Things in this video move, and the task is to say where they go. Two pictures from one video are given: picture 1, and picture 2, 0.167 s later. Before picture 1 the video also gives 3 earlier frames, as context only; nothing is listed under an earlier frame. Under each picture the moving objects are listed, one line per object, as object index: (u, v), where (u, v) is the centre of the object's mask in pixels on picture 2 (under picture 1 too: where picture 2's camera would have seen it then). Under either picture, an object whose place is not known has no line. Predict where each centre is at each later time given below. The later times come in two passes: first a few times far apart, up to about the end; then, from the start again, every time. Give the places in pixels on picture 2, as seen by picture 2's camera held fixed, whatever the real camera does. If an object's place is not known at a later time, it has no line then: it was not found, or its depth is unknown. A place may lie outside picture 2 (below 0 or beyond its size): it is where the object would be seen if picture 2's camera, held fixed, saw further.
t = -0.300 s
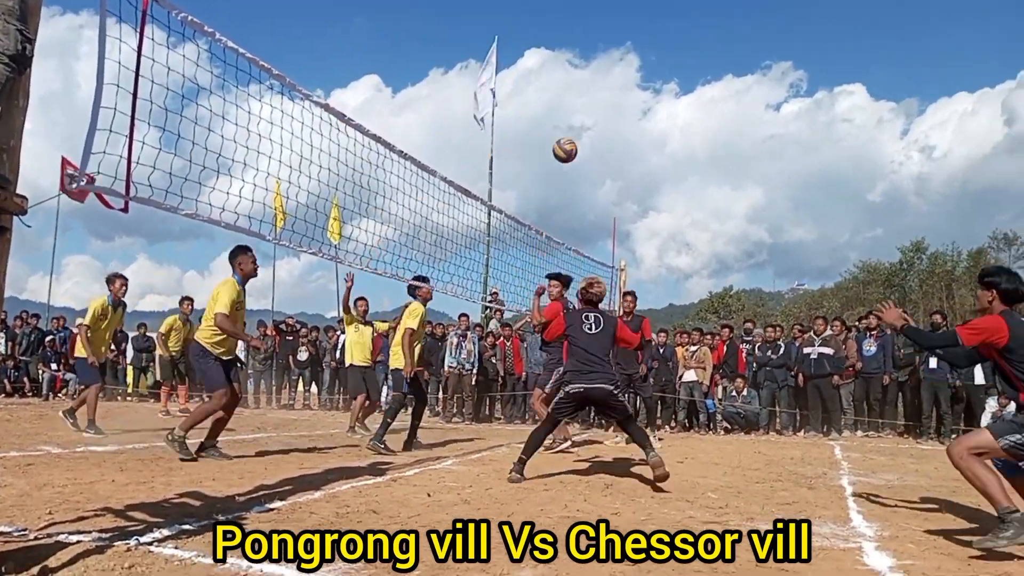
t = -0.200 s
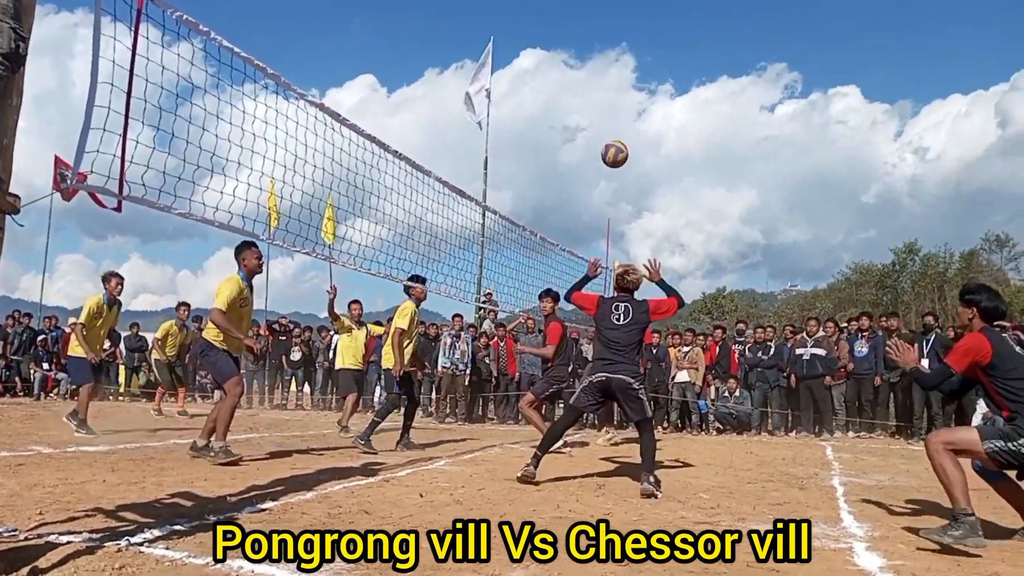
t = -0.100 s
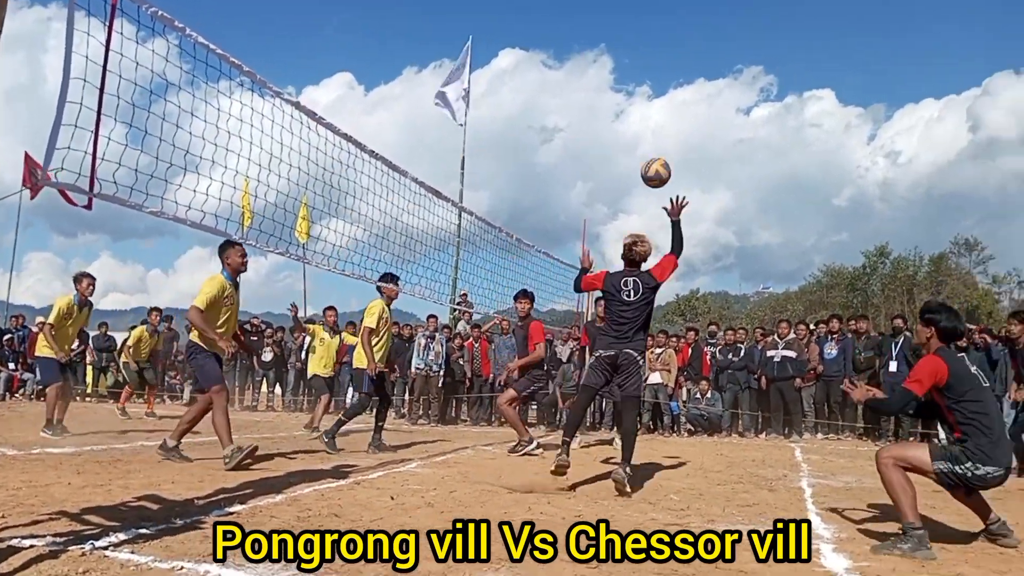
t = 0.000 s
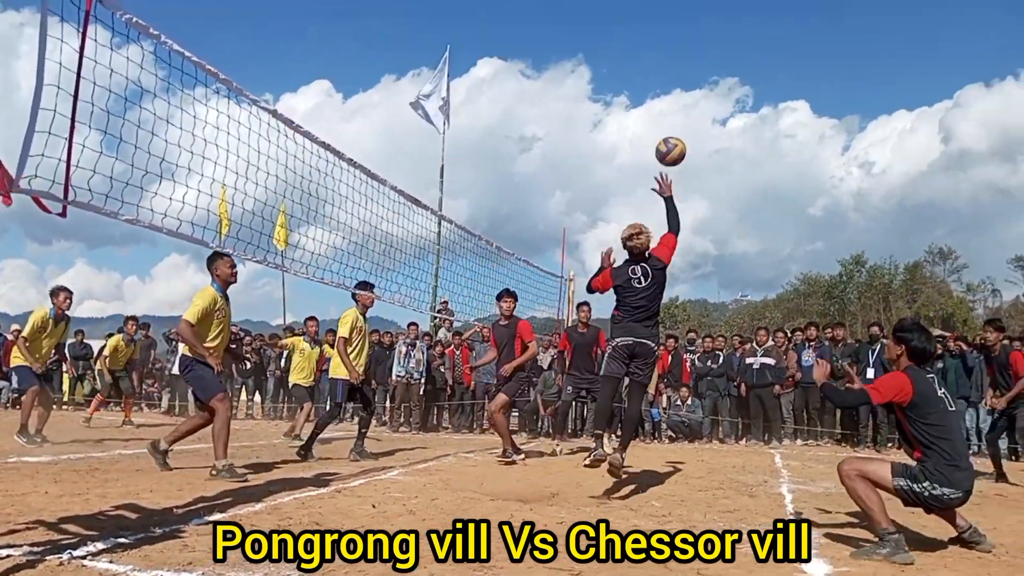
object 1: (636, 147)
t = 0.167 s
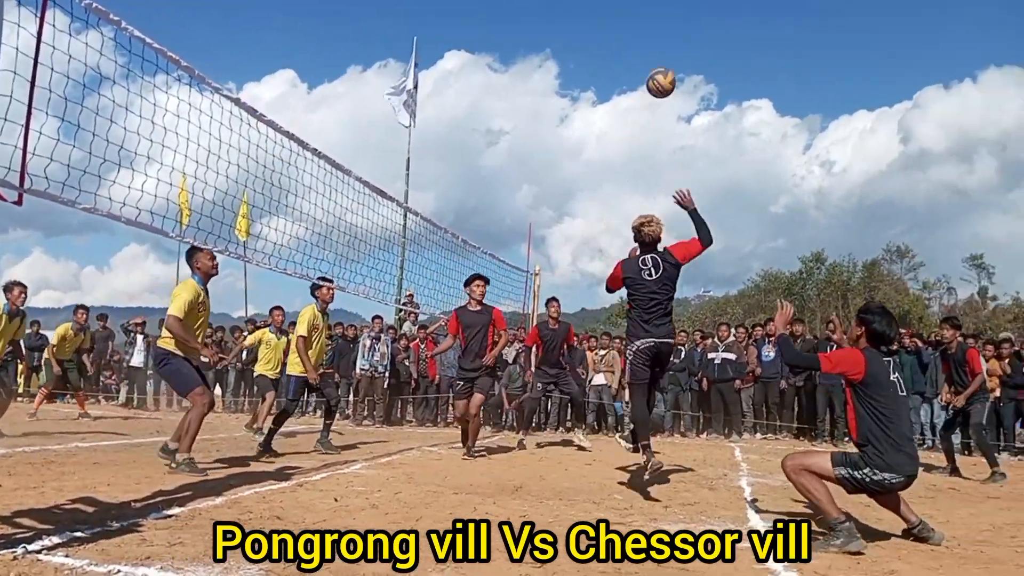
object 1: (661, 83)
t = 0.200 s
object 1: (666, 75)
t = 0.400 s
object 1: (692, 56)
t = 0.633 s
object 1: (718, 101)
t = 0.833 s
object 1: (737, 195)
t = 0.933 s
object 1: (746, 259)
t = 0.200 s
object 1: (666, 75)
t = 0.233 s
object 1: (670, 68)
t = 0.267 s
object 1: (675, 62)
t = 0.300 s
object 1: (679, 58)
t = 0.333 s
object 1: (684, 56)
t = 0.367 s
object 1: (688, 55)
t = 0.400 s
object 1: (692, 56)
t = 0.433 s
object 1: (696, 59)
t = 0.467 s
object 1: (700, 63)
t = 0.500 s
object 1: (703, 67)
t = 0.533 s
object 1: (707, 73)
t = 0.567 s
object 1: (710, 81)
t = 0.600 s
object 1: (714, 91)
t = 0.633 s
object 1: (718, 101)
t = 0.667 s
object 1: (721, 113)
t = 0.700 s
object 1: (724, 127)
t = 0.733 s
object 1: (728, 142)
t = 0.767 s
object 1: (731, 158)
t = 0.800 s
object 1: (735, 176)
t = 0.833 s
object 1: (737, 195)
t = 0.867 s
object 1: (740, 215)
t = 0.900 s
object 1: (744, 236)
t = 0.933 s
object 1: (746, 259)
